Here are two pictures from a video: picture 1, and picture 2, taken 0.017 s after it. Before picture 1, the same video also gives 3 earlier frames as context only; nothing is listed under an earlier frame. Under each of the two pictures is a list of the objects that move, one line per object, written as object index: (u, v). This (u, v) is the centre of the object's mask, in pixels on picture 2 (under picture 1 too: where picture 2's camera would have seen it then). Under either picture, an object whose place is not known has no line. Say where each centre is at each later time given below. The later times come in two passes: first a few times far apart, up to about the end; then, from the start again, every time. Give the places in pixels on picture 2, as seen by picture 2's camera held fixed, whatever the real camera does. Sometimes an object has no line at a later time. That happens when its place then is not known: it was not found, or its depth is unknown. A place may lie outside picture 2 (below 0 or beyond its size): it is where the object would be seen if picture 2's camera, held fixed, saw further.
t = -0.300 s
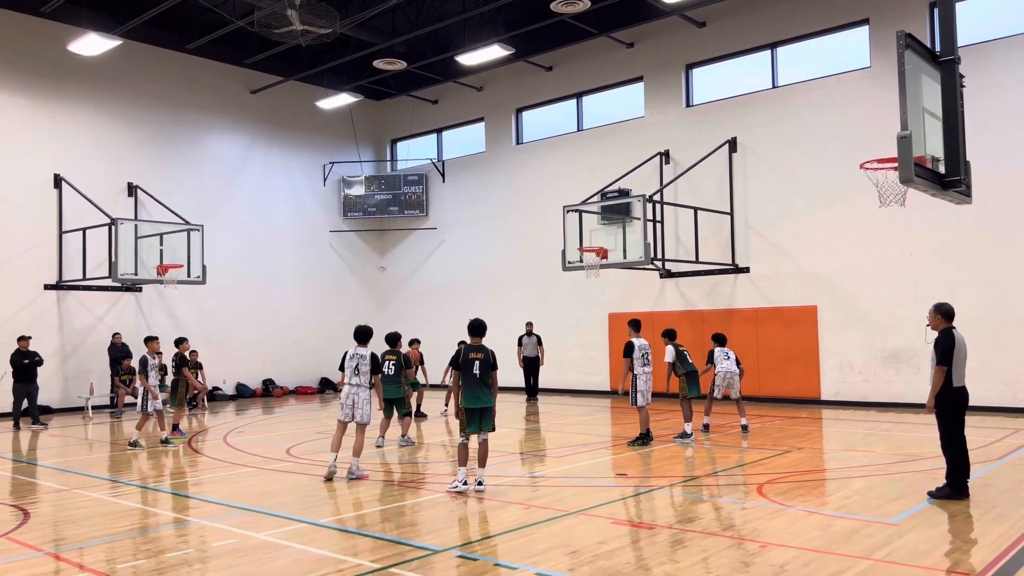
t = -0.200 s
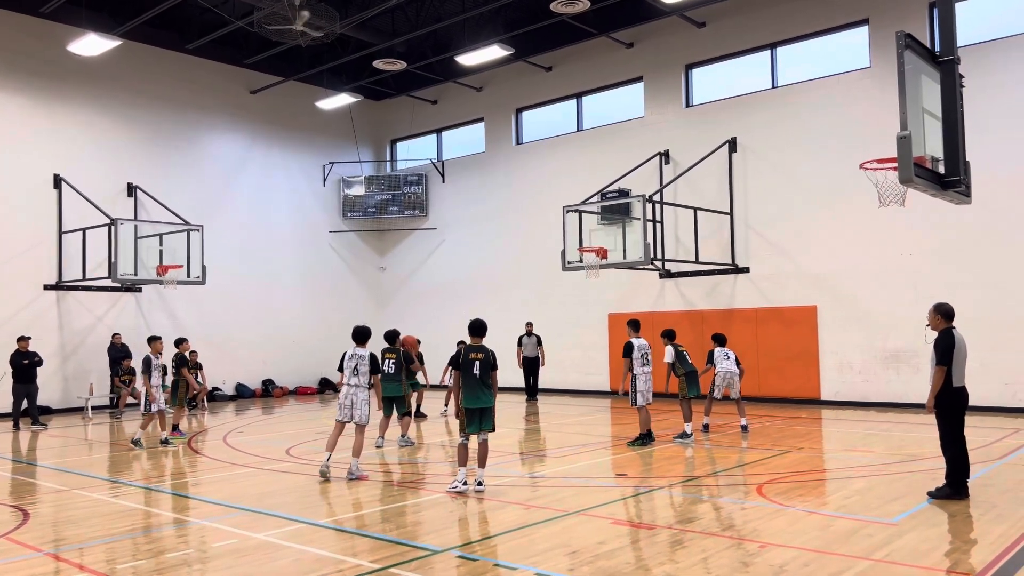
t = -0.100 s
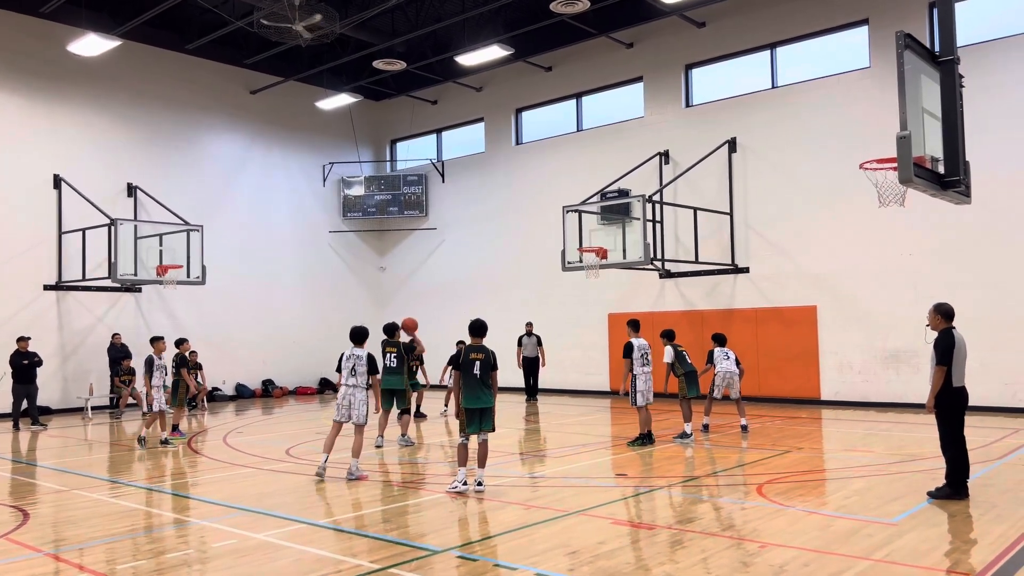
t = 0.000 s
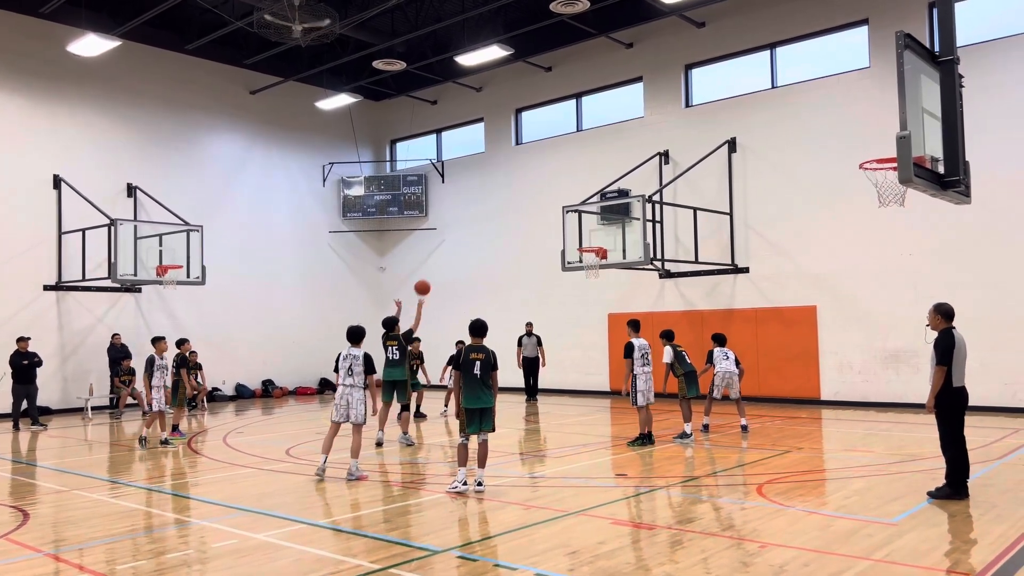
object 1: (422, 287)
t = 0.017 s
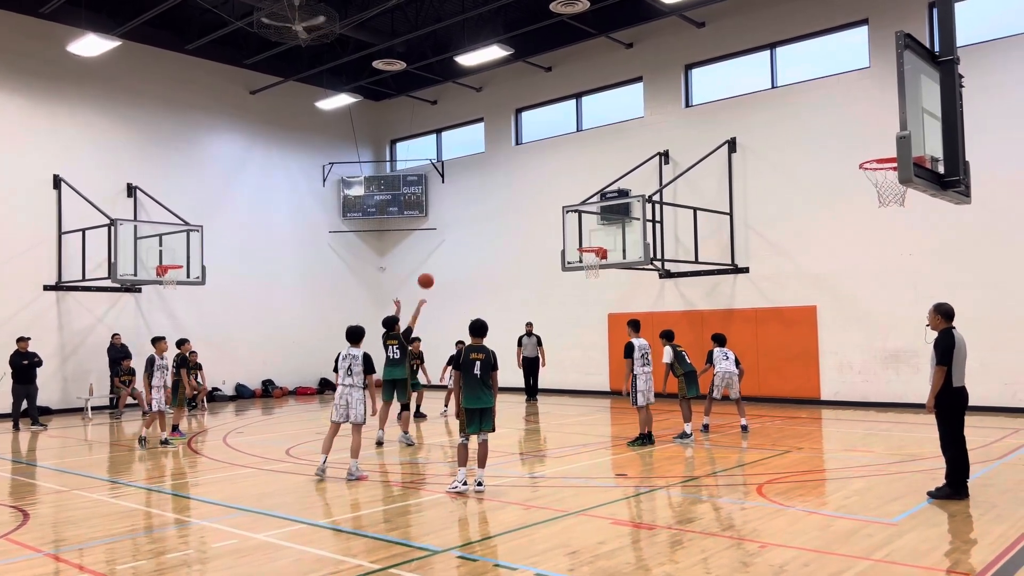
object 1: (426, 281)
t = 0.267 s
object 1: (473, 204)
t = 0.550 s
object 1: (523, 172)
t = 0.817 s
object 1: (565, 187)
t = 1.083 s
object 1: (604, 238)
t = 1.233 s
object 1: (619, 240)
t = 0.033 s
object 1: (429, 274)
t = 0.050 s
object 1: (432, 268)
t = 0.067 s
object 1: (436, 261)
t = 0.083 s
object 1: (439, 255)
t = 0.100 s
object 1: (442, 249)
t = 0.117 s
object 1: (445, 244)
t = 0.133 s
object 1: (448, 239)
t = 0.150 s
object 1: (452, 234)
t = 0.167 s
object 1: (455, 229)
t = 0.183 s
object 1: (458, 224)
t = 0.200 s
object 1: (461, 220)
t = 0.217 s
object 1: (464, 216)
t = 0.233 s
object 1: (467, 212)
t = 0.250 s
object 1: (470, 208)
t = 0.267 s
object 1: (473, 204)
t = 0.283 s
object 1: (476, 201)
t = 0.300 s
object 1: (479, 198)
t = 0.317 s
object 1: (482, 195)
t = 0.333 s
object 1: (485, 192)
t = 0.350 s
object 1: (488, 189)
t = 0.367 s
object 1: (491, 187)
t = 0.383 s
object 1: (494, 185)
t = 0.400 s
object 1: (497, 183)
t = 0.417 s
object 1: (500, 181)
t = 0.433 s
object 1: (503, 179)
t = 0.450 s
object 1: (506, 178)
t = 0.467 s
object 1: (509, 176)
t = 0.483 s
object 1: (511, 175)
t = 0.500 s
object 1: (514, 174)
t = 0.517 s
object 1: (517, 174)
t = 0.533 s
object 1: (520, 173)
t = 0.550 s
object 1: (523, 172)
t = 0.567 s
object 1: (525, 172)
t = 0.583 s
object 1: (528, 172)
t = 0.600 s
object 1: (531, 172)
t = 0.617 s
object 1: (534, 172)
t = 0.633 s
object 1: (536, 173)
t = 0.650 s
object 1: (539, 173)
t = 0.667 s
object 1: (542, 174)
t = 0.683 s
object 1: (544, 175)
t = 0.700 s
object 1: (547, 176)
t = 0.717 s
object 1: (549, 177)
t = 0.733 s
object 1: (552, 178)
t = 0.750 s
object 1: (554, 180)
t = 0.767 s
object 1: (557, 181)
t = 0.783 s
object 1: (560, 183)
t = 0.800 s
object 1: (562, 185)
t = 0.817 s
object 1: (565, 187)
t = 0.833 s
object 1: (567, 189)
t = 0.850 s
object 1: (570, 191)
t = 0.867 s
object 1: (572, 194)
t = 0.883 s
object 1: (575, 196)
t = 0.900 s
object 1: (577, 199)
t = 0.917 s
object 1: (579, 202)
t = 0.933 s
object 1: (582, 205)
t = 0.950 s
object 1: (585, 208)
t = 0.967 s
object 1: (587, 211)
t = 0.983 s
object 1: (589, 215)
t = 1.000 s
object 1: (591, 219)
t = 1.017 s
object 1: (594, 222)
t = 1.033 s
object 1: (596, 226)
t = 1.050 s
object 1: (599, 230)
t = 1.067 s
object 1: (601, 233)
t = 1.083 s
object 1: (604, 238)
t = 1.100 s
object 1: (606, 241)
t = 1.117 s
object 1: (608, 243)
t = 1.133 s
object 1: (612, 243)
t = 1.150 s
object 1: (615, 243)
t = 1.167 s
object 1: (617, 243)
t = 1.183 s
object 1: (618, 241)
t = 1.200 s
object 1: (618, 241)
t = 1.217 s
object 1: (619, 241)
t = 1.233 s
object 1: (619, 240)
